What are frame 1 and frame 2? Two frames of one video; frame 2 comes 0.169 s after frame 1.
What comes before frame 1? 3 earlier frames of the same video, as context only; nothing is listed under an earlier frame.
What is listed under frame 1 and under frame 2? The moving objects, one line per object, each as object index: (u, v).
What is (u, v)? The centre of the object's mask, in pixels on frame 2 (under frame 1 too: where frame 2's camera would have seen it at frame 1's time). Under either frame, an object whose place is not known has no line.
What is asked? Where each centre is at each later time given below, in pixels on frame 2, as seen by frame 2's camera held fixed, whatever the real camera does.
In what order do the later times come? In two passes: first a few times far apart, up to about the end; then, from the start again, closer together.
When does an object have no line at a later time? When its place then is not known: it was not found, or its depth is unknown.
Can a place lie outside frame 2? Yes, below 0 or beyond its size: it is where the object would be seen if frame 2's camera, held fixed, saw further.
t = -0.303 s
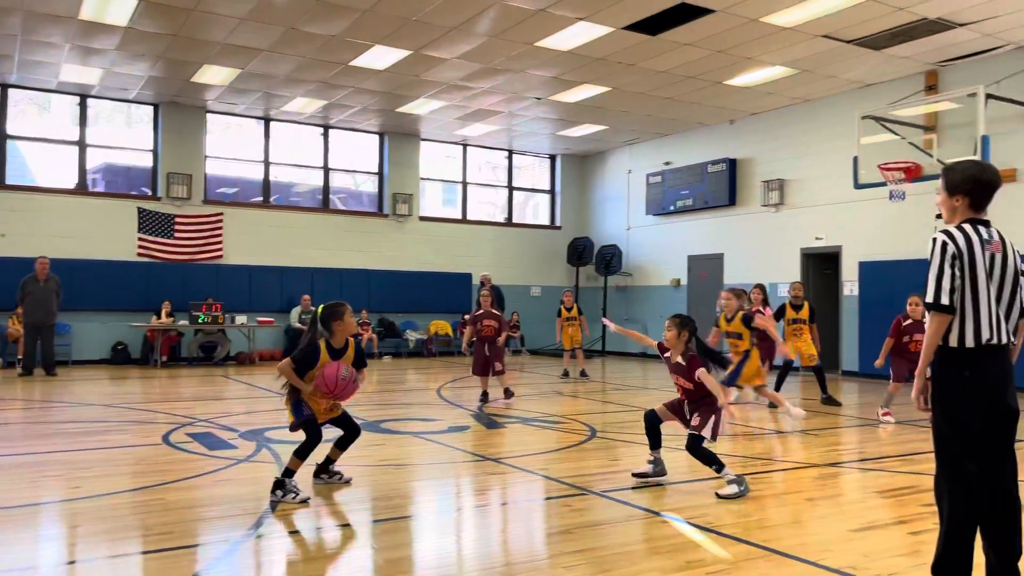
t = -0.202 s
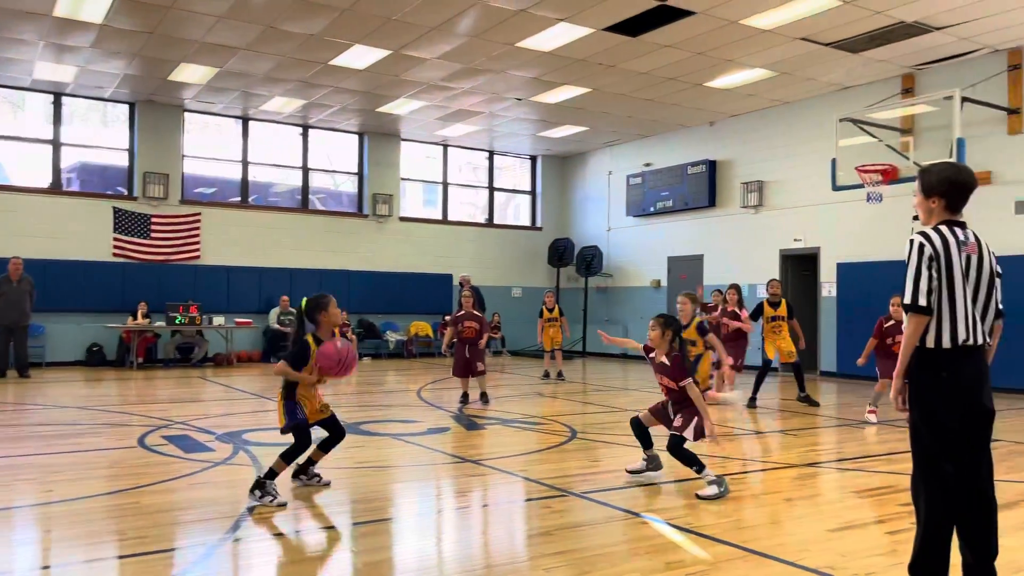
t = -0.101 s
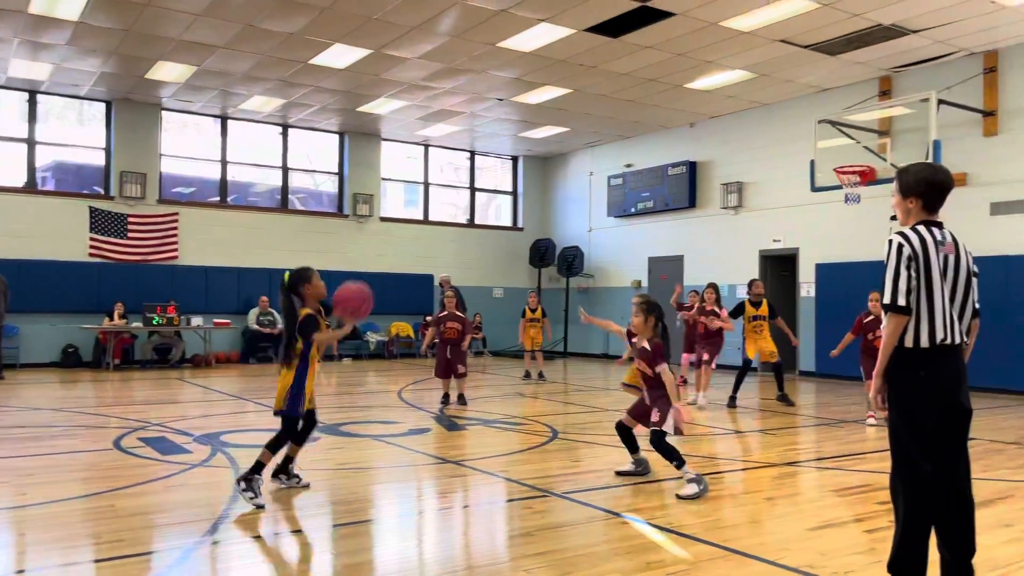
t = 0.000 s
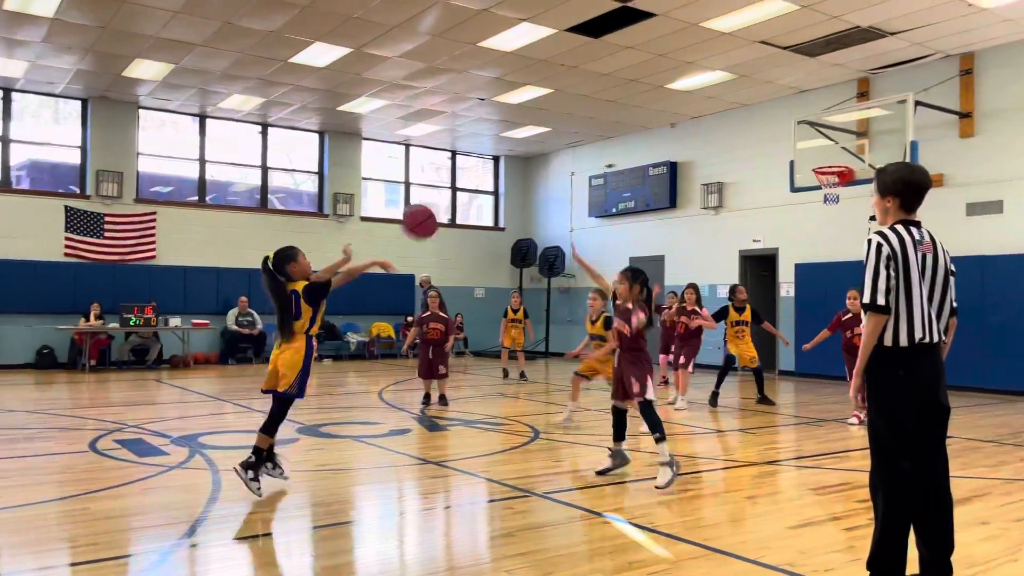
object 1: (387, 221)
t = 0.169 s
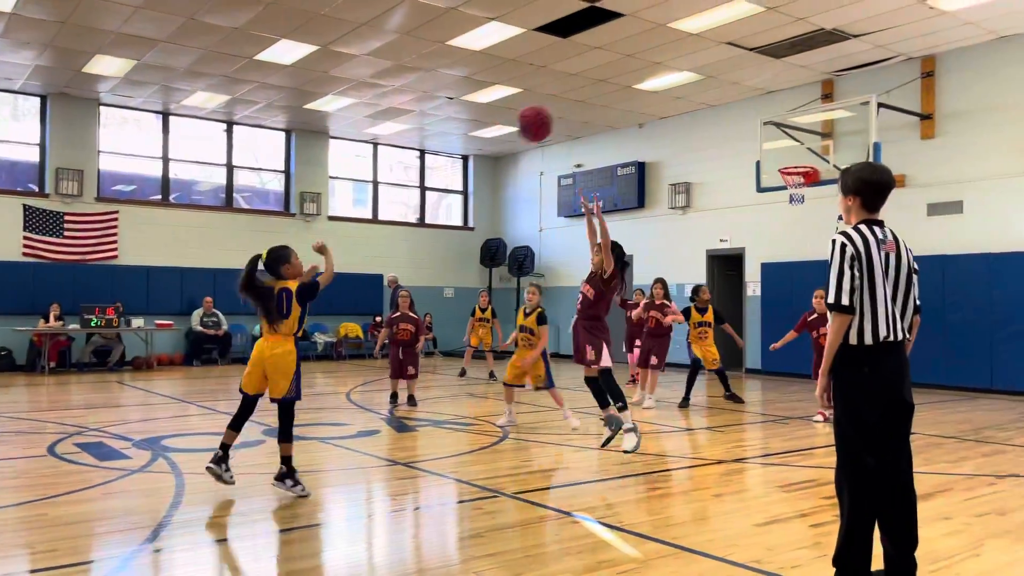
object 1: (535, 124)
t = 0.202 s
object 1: (561, 111)
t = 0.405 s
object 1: (704, 75)
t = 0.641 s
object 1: (838, 102)
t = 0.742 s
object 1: (888, 132)
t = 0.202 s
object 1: (561, 111)
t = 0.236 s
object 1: (587, 101)
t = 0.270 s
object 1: (612, 92)
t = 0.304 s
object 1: (635, 85)
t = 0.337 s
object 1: (659, 80)
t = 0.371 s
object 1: (681, 77)
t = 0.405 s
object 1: (704, 75)
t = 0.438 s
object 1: (724, 75)
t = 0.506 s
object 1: (764, 79)
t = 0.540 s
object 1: (783, 83)
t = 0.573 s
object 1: (802, 89)
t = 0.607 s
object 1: (820, 95)
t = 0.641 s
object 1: (838, 102)
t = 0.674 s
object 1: (854, 112)
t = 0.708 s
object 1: (871, 122)
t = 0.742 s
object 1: (888, 132)
